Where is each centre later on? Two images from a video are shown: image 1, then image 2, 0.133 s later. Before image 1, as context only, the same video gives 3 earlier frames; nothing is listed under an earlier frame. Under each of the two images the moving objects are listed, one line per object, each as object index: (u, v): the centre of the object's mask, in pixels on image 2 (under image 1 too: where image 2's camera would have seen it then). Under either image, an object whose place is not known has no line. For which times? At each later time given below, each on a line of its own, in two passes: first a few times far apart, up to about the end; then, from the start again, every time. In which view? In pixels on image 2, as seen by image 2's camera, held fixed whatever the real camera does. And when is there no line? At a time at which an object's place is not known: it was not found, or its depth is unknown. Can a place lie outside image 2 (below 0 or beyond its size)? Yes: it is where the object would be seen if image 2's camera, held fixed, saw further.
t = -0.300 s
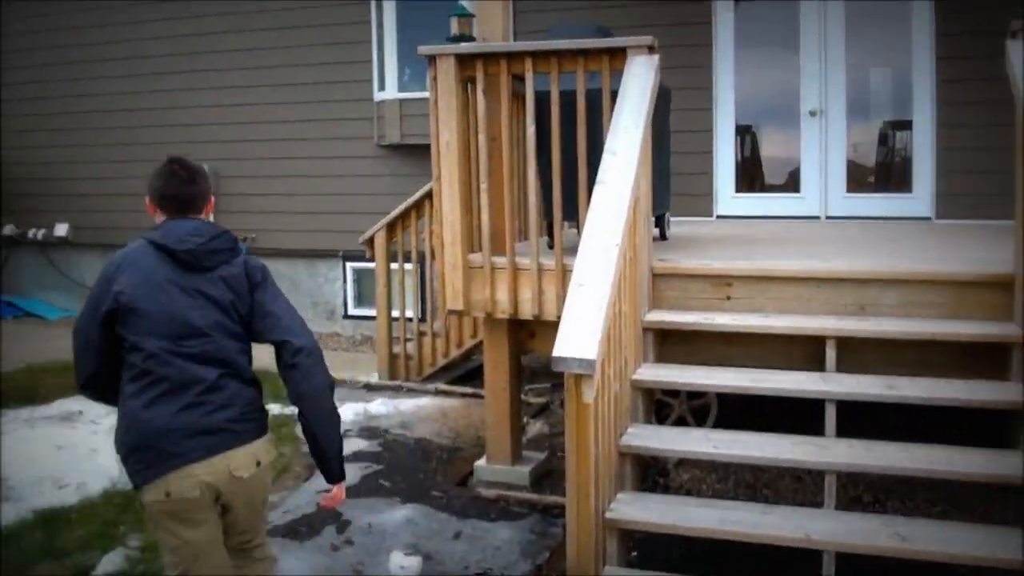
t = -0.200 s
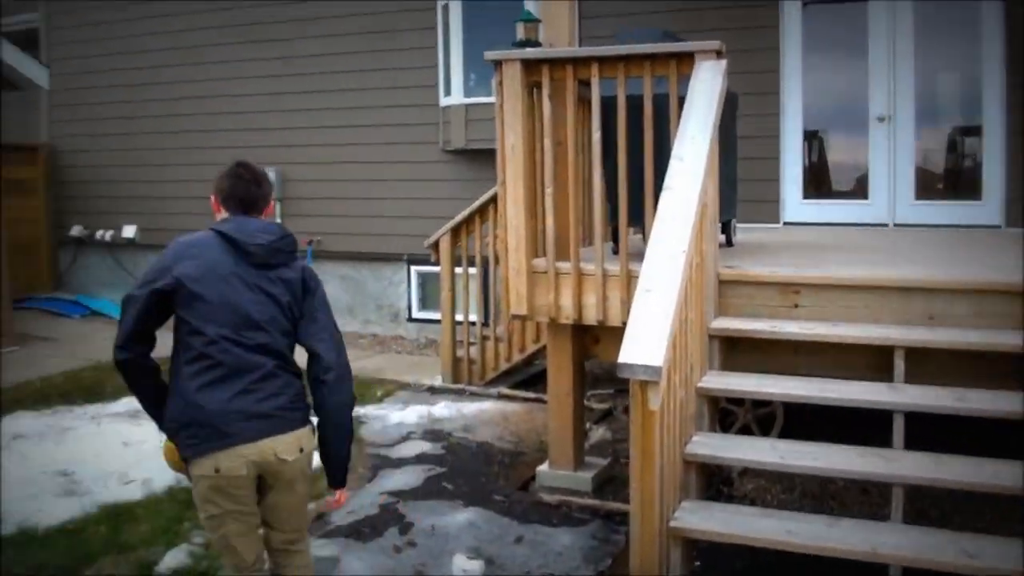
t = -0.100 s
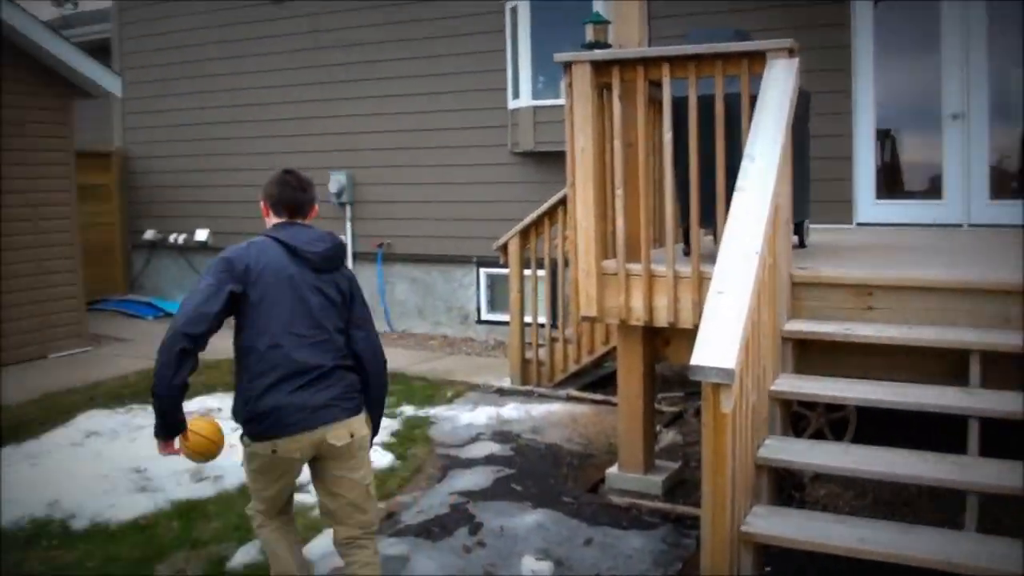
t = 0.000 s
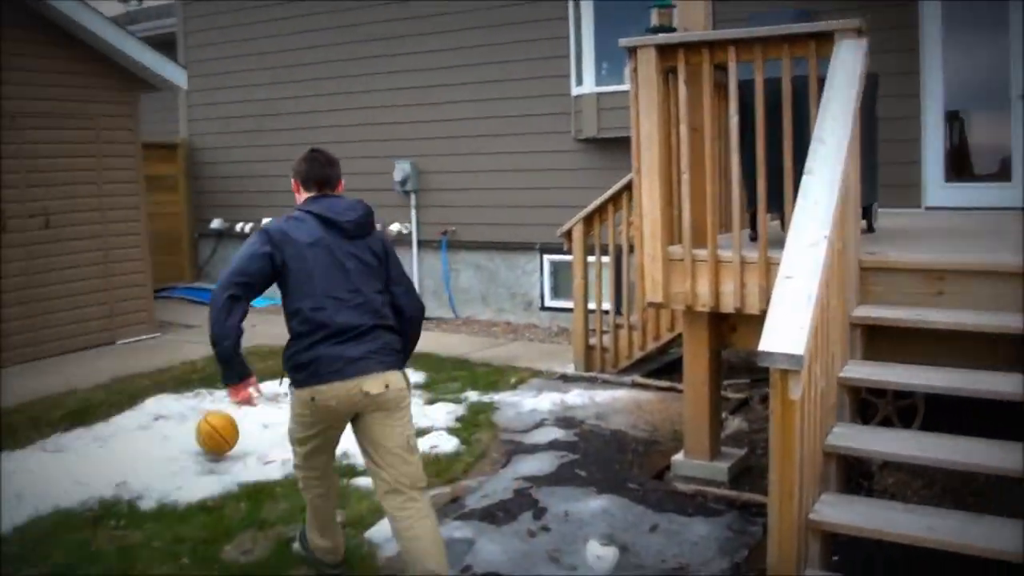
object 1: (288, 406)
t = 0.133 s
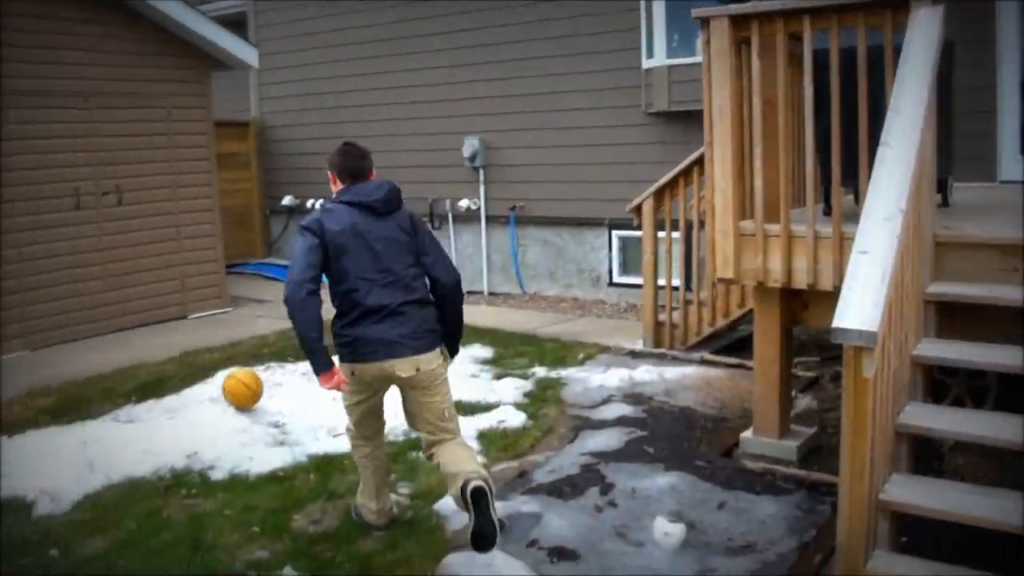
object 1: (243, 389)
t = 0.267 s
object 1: (212, 379)
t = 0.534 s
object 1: (145, 368)
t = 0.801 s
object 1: (84, 357)
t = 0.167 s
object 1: (234, 384)
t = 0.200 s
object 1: (226, 381)
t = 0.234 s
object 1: (219, 380)
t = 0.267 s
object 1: (212, 379)
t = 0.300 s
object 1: (204, 378)
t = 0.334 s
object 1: (195, 373)
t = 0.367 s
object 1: (185, 368)
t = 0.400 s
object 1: (177, 365)
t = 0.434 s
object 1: (168, 363)
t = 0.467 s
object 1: (160, 363)
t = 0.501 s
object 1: (152, 365)
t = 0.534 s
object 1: (145, 368)
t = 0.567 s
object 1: (138, 369)
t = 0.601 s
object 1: (128, 365)
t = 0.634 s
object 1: (120, 364)
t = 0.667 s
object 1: (113, 363)
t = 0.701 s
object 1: (106, 362)
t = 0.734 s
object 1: (99, 362)
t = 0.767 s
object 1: (91, 359)
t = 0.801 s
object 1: (84, 357)
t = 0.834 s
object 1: (78, 357)
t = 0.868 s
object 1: (72, 358)
